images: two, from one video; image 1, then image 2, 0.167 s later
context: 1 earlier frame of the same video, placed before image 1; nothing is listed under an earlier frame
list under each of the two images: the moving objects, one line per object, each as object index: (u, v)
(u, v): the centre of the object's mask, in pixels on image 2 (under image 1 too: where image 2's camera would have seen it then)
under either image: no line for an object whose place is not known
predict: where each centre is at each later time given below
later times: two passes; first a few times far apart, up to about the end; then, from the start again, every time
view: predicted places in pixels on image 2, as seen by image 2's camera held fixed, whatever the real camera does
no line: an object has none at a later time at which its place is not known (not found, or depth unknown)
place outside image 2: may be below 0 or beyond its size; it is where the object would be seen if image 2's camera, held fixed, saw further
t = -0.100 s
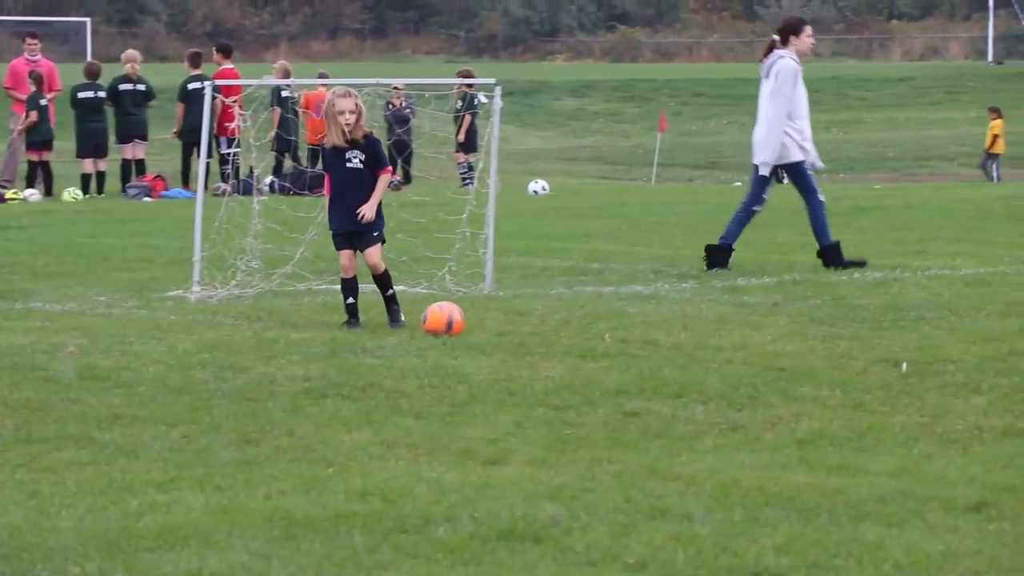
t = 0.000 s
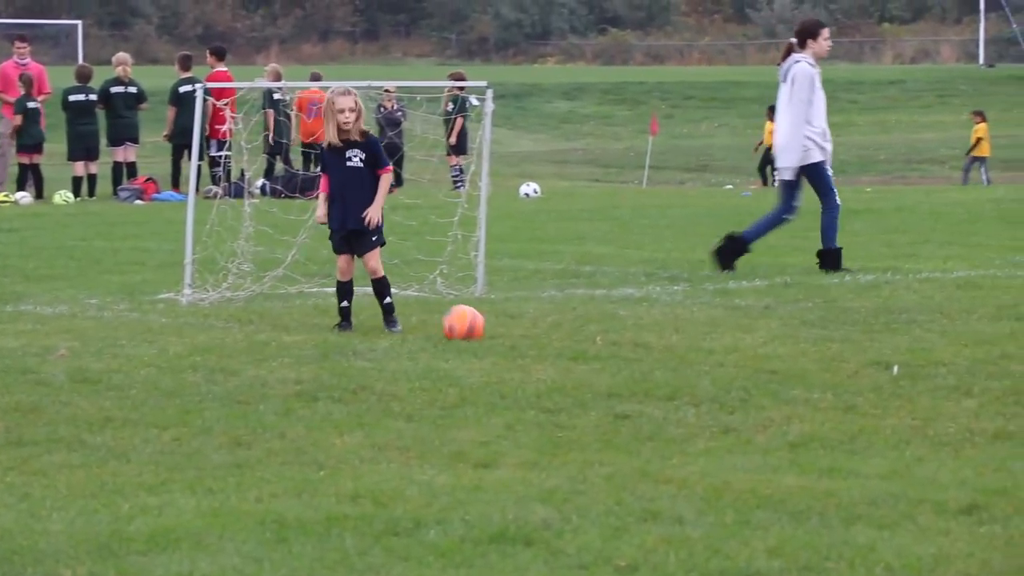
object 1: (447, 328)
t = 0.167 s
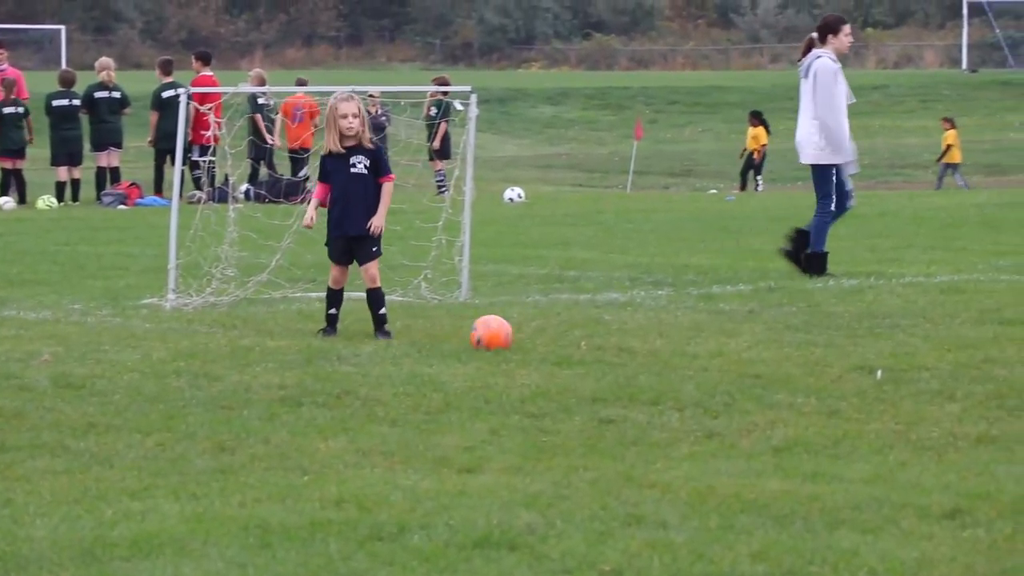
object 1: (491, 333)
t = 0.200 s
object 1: (500, 334)
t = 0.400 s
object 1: (549, 339)
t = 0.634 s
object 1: (603, 344)
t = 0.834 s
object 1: (640, 348)
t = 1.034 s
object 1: (677, 351)
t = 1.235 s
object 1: (711, 355)
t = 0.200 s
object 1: (500, 334)
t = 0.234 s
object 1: (508, 335)
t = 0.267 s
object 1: (516, 337)
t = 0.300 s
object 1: (523, 338)
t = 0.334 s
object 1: (532, 338)
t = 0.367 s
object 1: (540, 339)
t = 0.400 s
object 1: (549, 339)
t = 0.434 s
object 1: (557, 340)
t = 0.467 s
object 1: (565, 341)
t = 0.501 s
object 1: (573, 341)
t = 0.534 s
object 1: (580, 341)
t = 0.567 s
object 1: (587, 343)
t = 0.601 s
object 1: (594, 345)
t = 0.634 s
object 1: (603, 344)
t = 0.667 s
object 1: (608, 343)
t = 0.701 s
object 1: (614, 342)
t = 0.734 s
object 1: (620, 343)
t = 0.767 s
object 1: (627, 344)
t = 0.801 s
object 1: (634, 346)
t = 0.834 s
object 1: (640, 348)
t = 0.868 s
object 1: (646, 348)
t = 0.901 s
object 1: (652, 349)
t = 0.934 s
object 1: (659, 351)
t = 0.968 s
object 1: (665, 350)
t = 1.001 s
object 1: (671, 350)
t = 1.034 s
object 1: (677, 351)
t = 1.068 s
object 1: (684, 351)
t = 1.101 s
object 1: (690, 352)
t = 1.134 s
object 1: (695, 353)
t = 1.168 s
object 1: (700, 353)
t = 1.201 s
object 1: (705, 353)
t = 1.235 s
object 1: (711, 355)
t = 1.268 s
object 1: (716, 357)
